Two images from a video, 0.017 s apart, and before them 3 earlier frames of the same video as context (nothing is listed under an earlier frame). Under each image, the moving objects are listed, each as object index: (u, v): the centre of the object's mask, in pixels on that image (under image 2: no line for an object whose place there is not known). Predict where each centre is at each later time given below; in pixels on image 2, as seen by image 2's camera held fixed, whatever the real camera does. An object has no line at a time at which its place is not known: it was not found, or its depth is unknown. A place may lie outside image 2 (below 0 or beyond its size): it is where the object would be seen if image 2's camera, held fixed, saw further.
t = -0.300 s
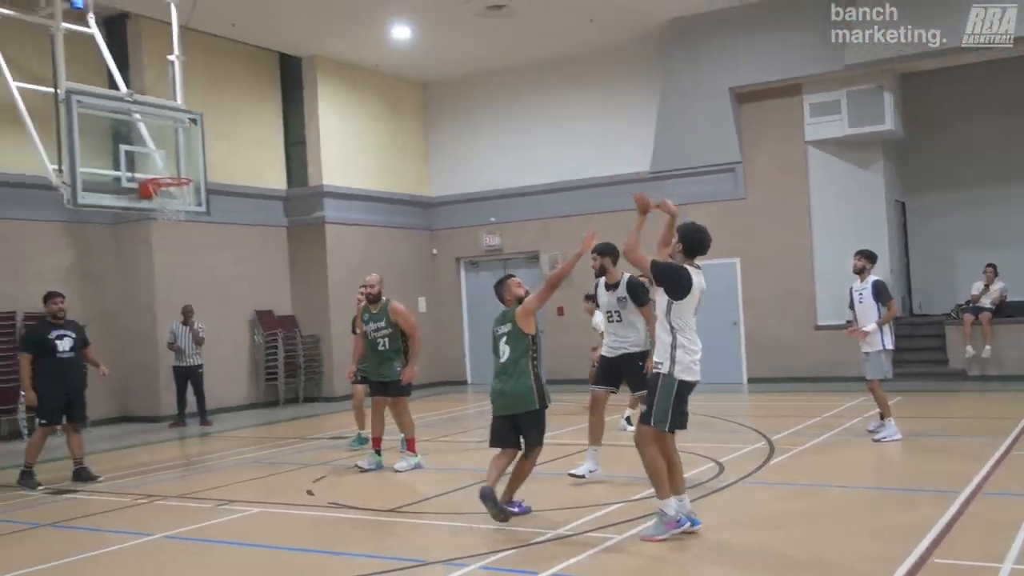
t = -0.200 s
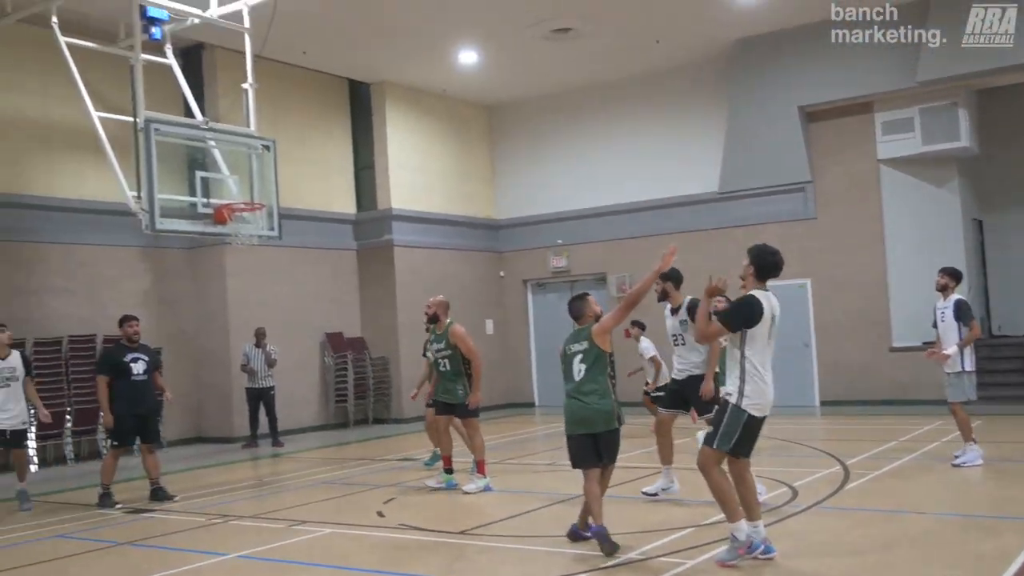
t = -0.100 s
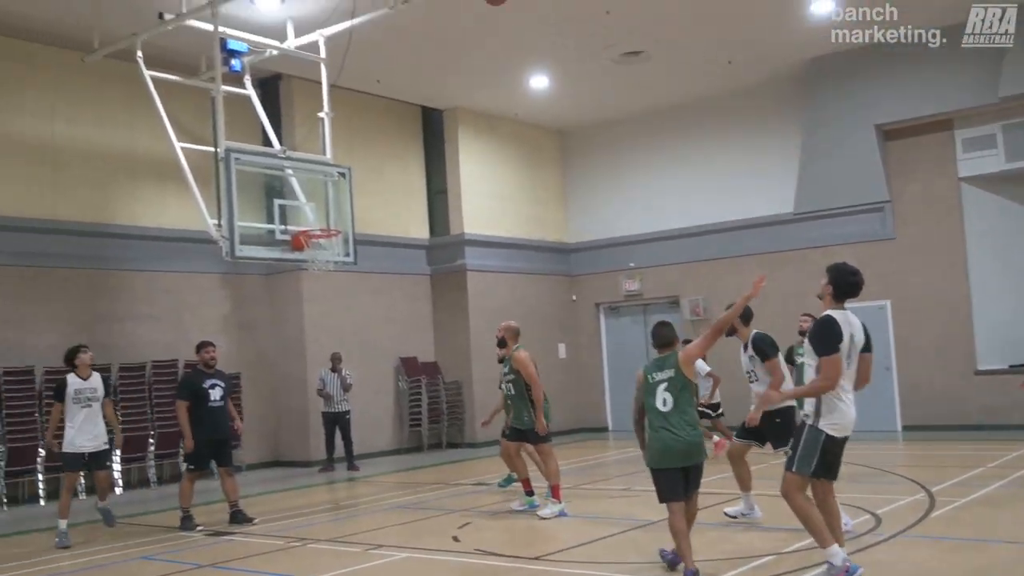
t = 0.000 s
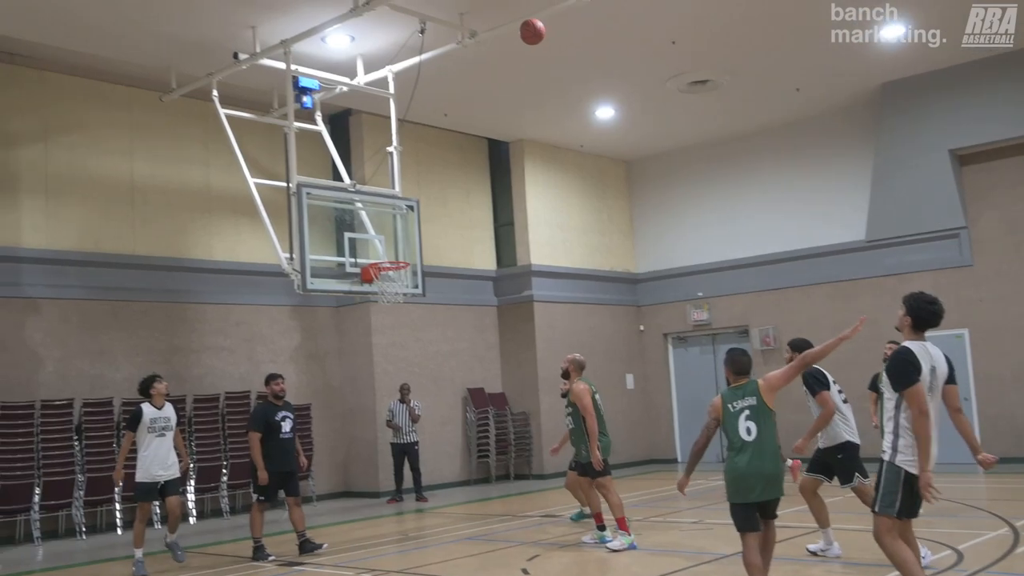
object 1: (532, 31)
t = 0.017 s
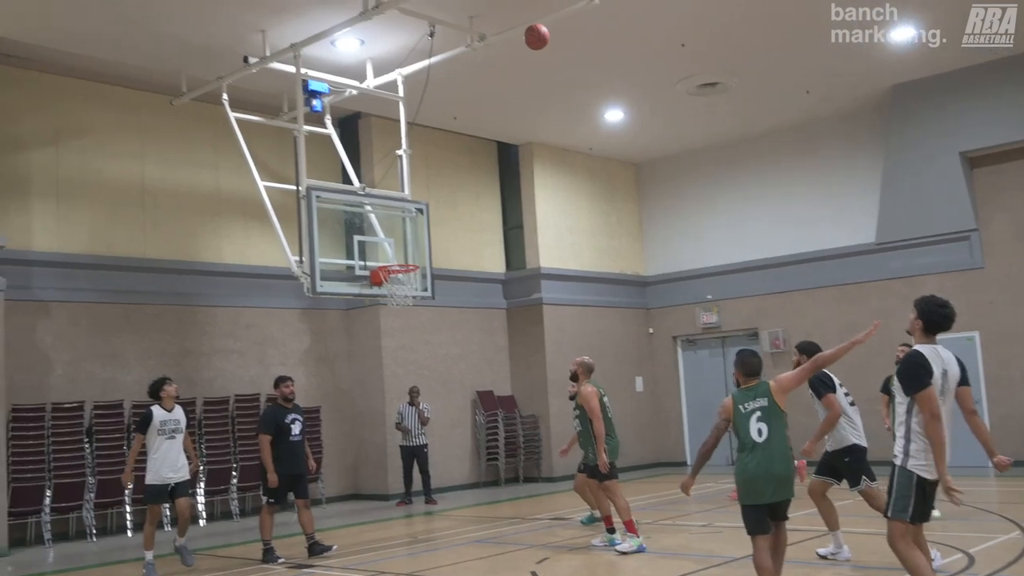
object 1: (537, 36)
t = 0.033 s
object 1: (532, 39)
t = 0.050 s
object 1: (527, 41)
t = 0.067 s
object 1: (522, 44)
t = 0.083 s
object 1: (518, 47)
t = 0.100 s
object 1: (513, 50)
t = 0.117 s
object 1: (509, 54)
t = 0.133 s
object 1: (505, 58)
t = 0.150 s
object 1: (501, 62)
